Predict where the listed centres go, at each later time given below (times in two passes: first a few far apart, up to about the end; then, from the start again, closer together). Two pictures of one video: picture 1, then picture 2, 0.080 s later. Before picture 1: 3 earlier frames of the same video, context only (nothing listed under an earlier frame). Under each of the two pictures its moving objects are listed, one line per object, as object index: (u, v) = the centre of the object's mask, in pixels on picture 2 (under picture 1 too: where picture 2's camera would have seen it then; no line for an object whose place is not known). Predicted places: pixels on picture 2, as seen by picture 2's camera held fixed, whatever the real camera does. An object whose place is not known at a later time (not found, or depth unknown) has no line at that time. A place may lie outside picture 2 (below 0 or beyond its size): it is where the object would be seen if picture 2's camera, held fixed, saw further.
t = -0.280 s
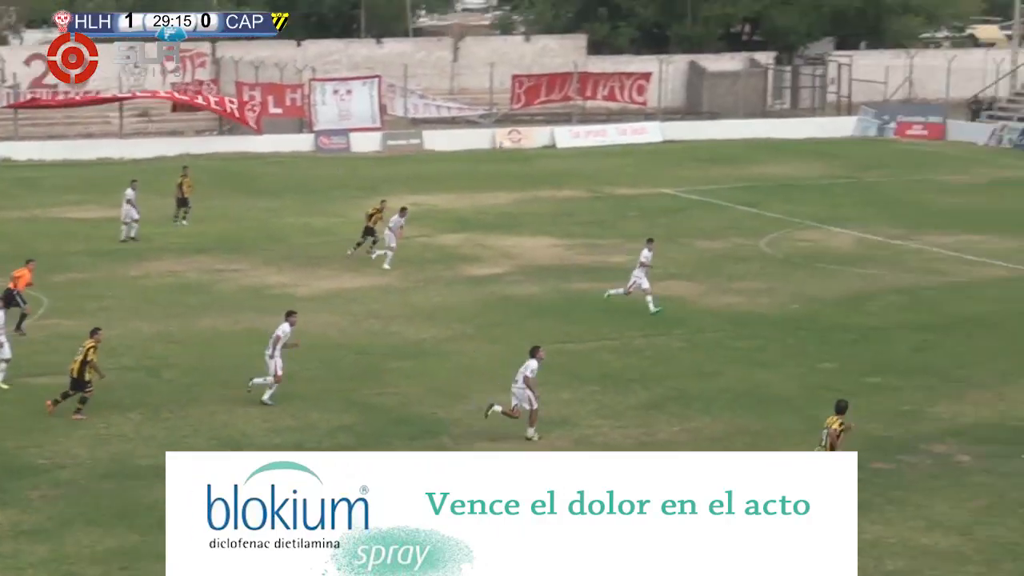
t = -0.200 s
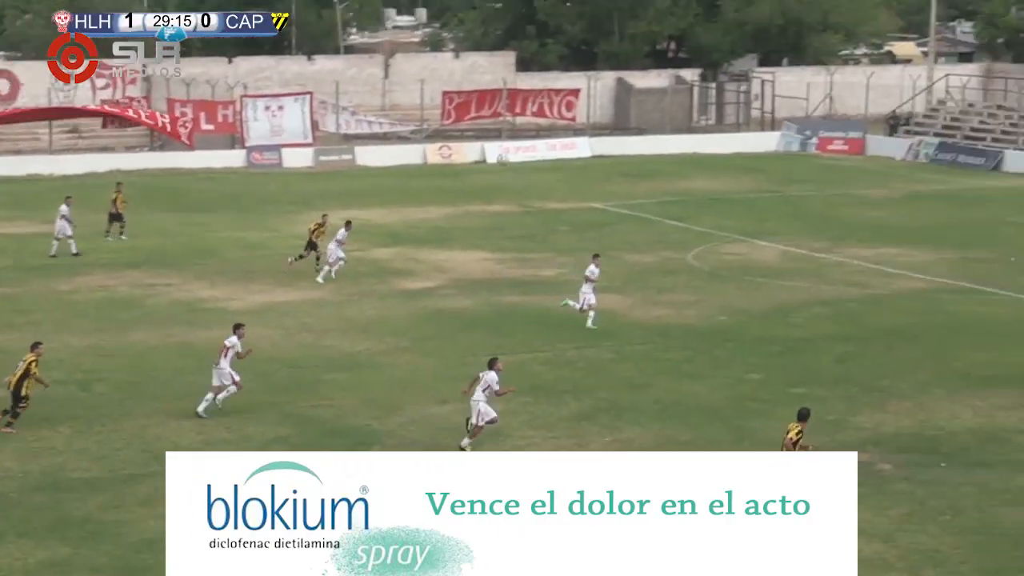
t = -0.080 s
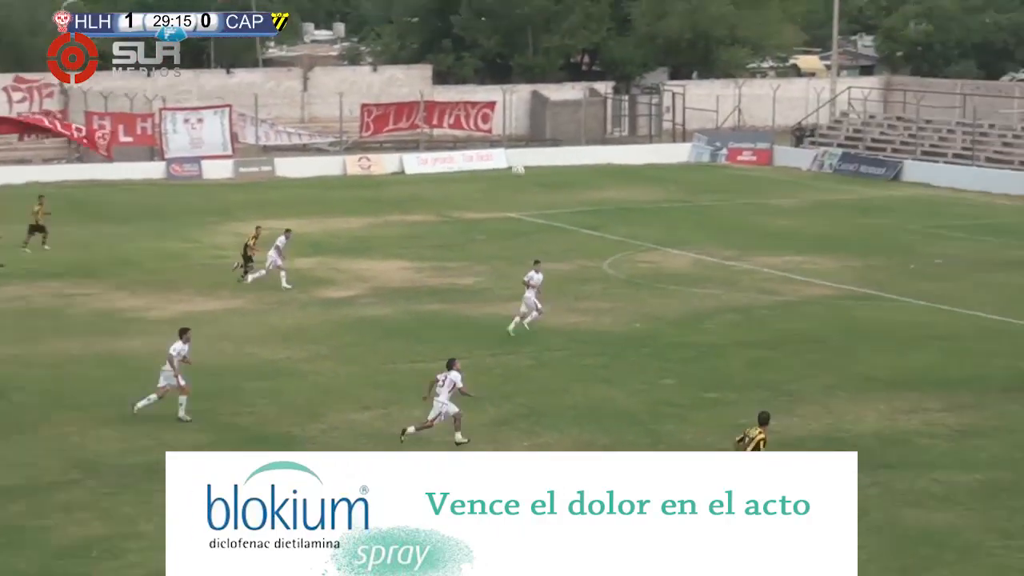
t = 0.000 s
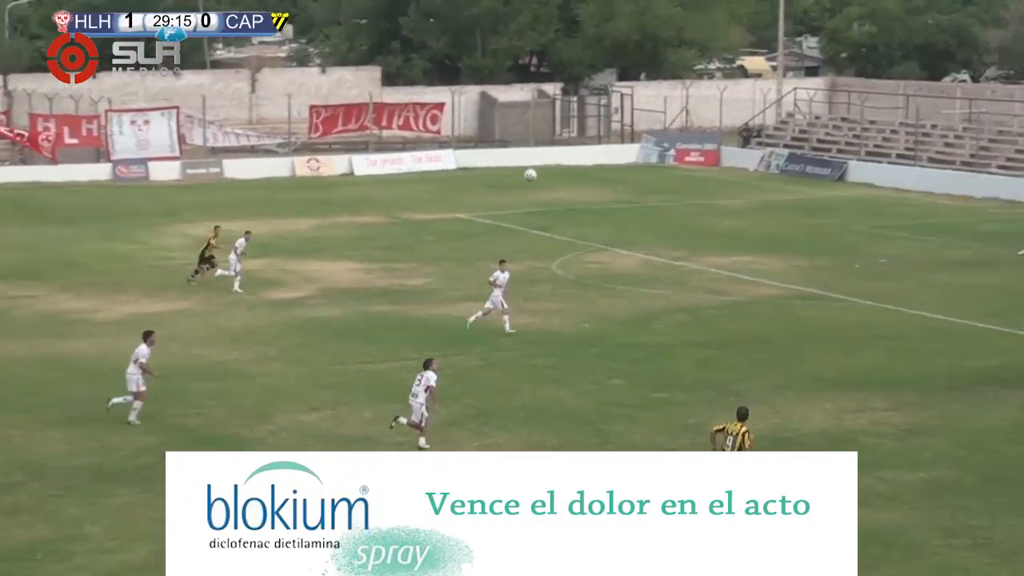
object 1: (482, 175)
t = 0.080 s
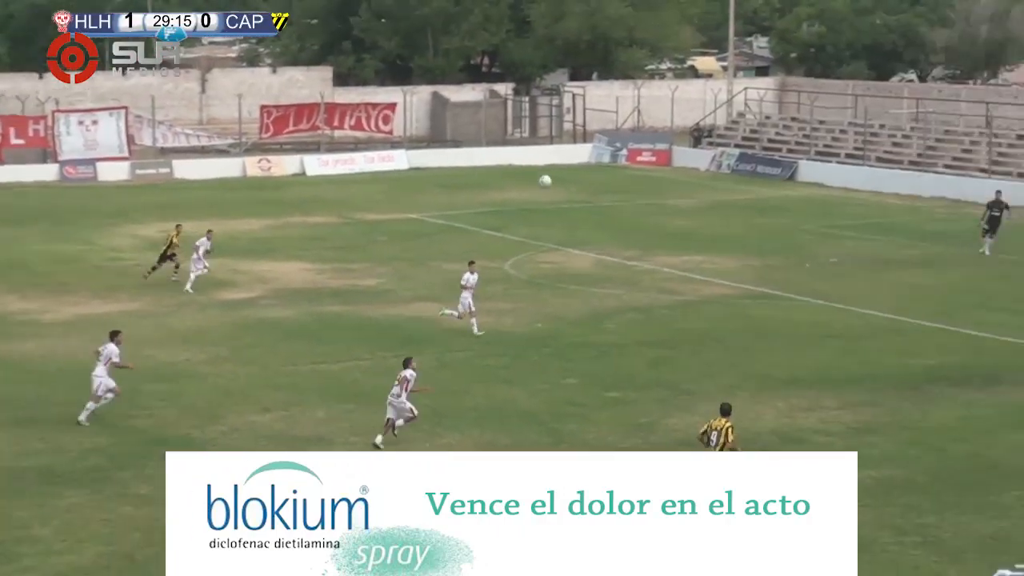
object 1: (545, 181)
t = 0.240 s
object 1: (665, 200)
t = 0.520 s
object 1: (875, 260)
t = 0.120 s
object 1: (576, 185)
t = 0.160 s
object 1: (606, 189)
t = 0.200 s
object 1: (636, 194)
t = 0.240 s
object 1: (665, 200)
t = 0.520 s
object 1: (875, 260)
